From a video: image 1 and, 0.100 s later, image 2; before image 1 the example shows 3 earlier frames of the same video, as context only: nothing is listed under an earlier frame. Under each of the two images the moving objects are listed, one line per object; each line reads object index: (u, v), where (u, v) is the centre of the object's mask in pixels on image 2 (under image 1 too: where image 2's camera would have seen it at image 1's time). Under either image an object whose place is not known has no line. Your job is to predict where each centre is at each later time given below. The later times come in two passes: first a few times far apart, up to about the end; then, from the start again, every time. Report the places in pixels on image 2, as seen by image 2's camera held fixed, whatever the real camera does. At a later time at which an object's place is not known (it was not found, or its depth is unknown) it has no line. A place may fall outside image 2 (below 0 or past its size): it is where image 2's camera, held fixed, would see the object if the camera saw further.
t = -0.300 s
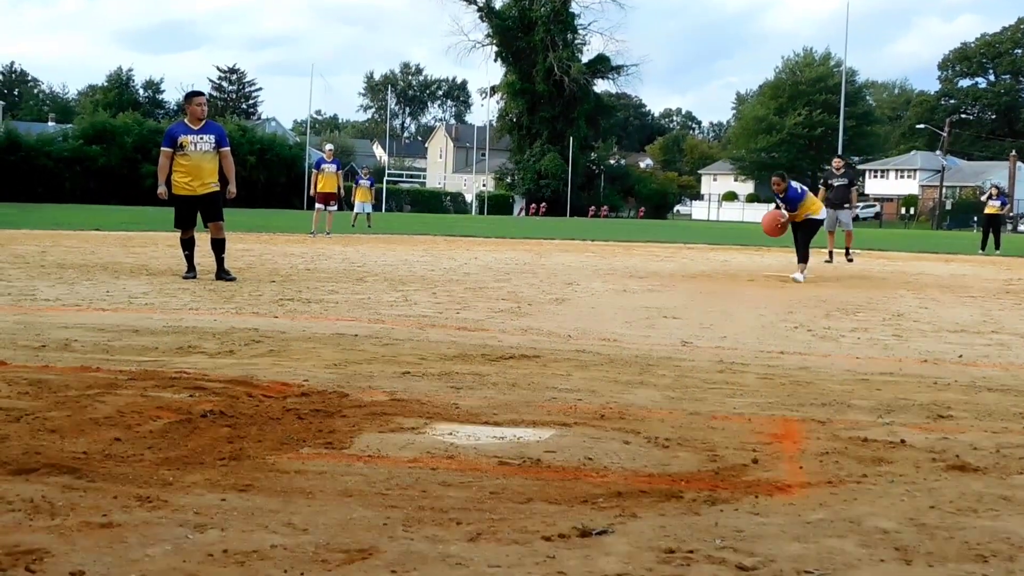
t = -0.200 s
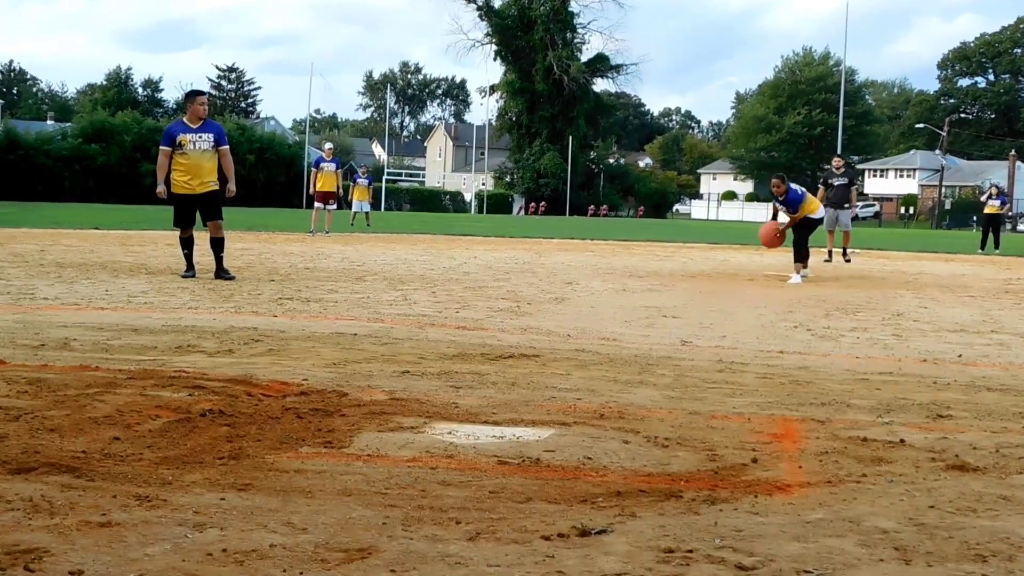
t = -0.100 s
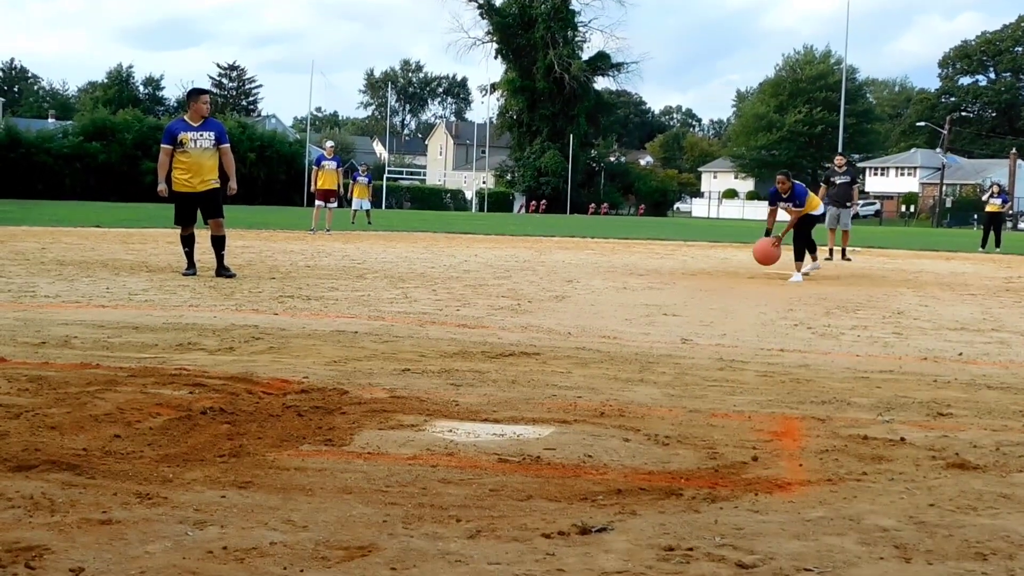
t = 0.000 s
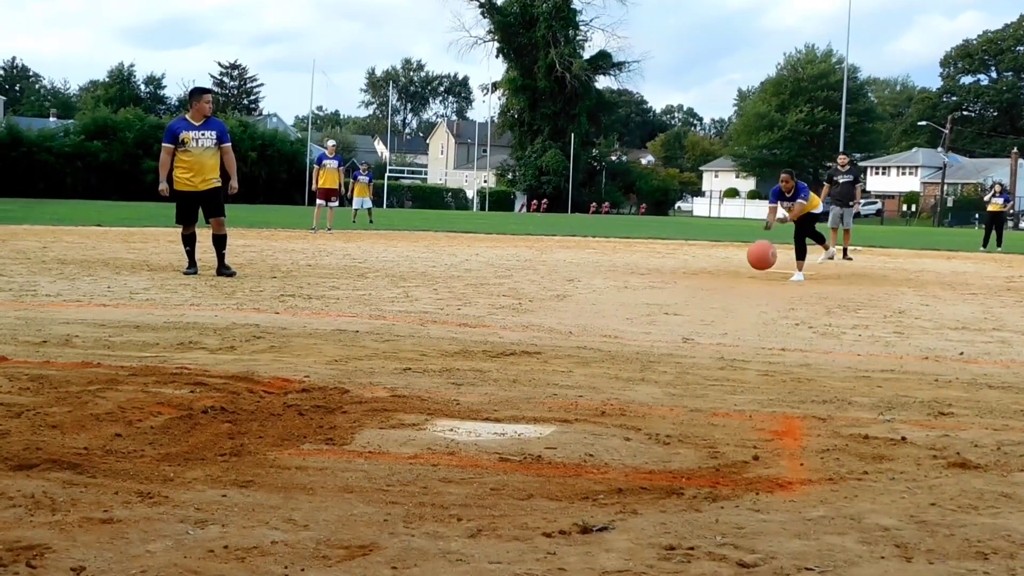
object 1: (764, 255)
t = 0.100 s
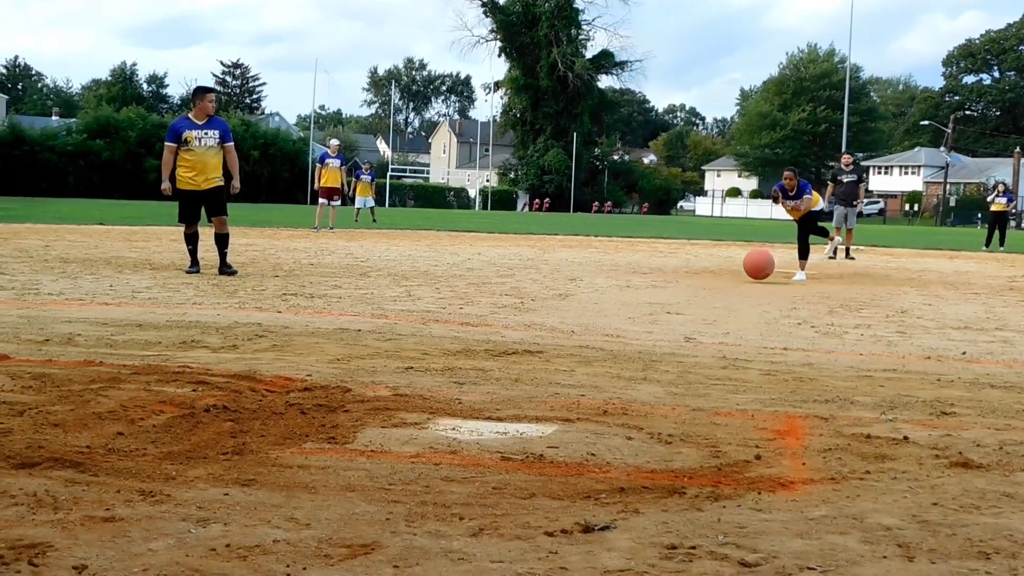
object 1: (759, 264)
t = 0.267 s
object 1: (751, 267)
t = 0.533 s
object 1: (741, 274)
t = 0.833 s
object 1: (737, 286)
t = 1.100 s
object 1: (730, 290)
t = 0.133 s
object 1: (757, 270)
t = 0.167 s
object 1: (756, 270)
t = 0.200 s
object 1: (754, 269)
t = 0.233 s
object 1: (752, 268)
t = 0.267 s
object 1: (751, 267)
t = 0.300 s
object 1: (750, 266)
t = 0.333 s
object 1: (749, 267)
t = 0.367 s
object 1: (748, 270)
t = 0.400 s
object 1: (746, 275)
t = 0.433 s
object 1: (744, 282)
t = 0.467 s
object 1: (742, 283)
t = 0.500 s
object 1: (742, 278)
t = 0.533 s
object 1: (741, 274)
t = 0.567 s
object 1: (741, 271)
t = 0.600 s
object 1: (741, 271)
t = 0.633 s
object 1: (741, 273)
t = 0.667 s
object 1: (740, 275)
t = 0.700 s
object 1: (739, 277)
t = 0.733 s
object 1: (739, 281)
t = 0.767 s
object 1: (738, 287)
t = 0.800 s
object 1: (737, 291)
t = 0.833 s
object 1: (737, 286)
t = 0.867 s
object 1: (736, 282)
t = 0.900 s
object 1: (736, 278)
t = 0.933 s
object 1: (736, 274)
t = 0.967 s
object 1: (735, 273)
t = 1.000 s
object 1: (734, 274)
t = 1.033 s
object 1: (733, 279)
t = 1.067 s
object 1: (732, 284)
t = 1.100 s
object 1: (730, 290)
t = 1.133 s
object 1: (729, 296)
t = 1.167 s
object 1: (728, 304)
